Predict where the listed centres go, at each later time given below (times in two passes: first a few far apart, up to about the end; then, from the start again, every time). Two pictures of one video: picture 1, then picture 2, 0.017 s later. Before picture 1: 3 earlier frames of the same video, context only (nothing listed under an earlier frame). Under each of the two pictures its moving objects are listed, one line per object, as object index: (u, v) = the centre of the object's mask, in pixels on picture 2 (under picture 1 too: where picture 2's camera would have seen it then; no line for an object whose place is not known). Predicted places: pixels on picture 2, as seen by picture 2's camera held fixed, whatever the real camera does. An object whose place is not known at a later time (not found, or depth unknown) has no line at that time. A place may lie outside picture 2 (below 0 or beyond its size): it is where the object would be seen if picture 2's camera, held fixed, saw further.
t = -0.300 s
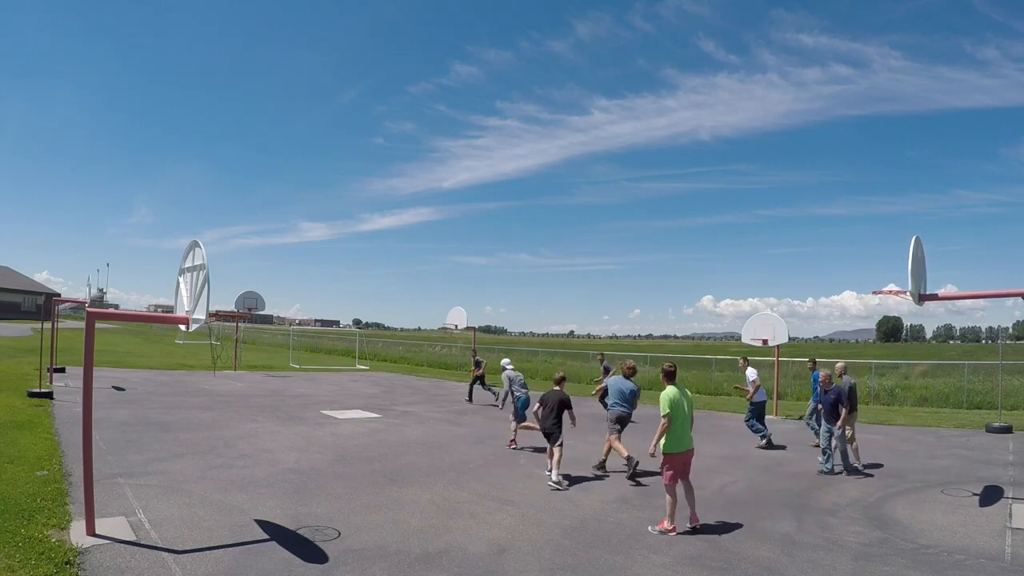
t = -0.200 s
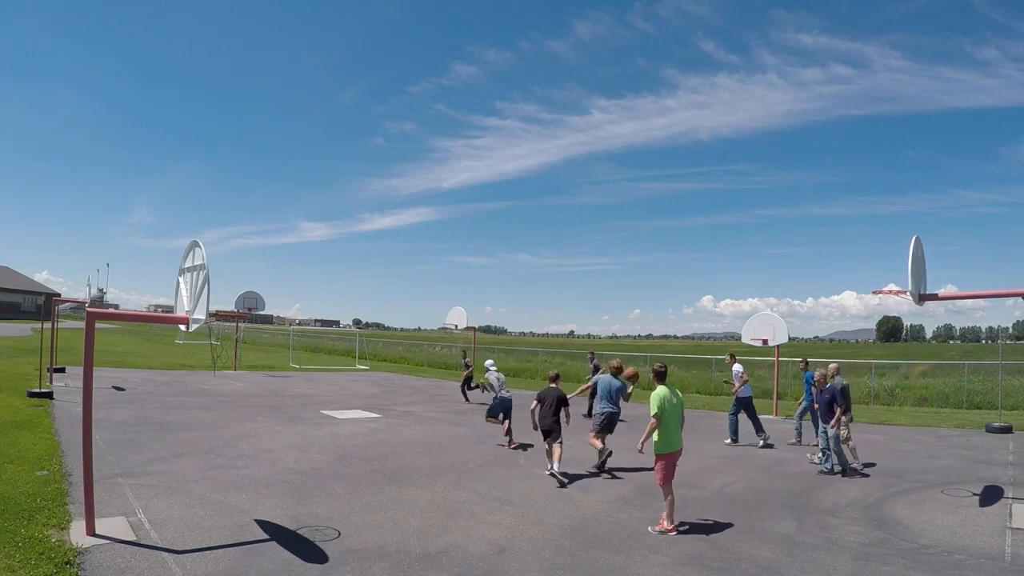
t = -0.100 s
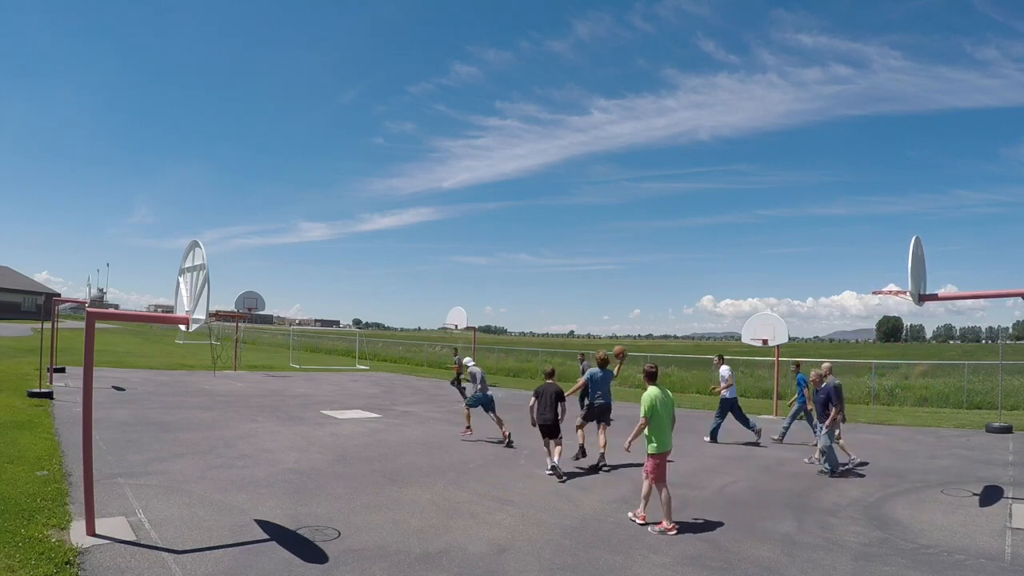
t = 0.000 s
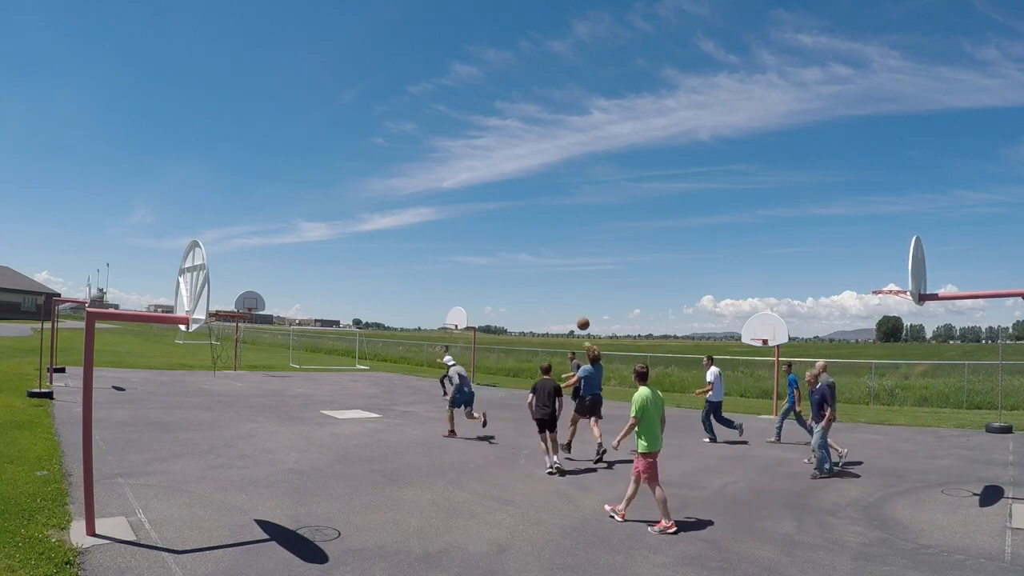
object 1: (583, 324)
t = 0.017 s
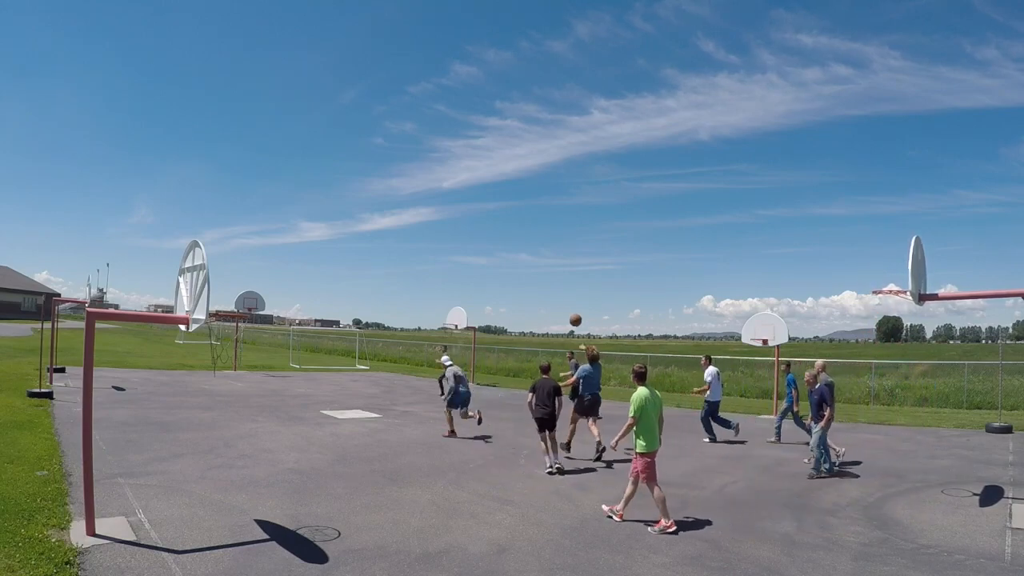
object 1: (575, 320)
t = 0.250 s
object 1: (490, 289)
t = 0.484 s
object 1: (433, 285)
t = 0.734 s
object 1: (390, 298)
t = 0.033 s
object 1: (568, 317)
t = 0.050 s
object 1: (560, 313)
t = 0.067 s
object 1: (553, 311)
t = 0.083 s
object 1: (547, 307)
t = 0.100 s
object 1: (540, 305)
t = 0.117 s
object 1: (534, 302)
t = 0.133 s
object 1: (527, 300)
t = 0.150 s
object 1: (522, 298)
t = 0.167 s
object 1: (516, 297)
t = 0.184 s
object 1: (510, 294)
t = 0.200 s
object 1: (505, 293)
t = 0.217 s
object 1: (500, 291)
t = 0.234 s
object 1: (495, 290)
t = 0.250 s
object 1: (490, 289)
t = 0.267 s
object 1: (484, 288)
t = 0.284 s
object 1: (480, 287)
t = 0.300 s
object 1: (475, 287)
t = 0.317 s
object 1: (471, 286)
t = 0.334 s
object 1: (466, 285)
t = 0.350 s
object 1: (462, 285)
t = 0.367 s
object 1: (458, 284)
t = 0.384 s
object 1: (454, 284)
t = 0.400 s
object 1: (451, 284)
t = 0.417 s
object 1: (447, 284)
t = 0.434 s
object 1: (443, 284)
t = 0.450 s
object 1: (439, 285)
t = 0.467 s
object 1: (436, 285)
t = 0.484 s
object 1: (433, 285)
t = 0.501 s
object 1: (429, 286)
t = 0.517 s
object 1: (426, 286)
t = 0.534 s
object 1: (423, 287)
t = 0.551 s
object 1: (420, 287)
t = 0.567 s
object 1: (417, 288)
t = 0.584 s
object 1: (414, 289)
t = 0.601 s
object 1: (411, 289)
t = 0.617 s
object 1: (408, 290)
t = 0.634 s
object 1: (405, 291)
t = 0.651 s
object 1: (403, 292)
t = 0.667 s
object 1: (400, 293)
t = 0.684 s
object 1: (397, 295)
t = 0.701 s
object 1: (395, 296)
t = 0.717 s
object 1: (392, 297)
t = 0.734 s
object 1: (390, 298)
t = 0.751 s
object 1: (388, 300)
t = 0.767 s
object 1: (385, 301)
